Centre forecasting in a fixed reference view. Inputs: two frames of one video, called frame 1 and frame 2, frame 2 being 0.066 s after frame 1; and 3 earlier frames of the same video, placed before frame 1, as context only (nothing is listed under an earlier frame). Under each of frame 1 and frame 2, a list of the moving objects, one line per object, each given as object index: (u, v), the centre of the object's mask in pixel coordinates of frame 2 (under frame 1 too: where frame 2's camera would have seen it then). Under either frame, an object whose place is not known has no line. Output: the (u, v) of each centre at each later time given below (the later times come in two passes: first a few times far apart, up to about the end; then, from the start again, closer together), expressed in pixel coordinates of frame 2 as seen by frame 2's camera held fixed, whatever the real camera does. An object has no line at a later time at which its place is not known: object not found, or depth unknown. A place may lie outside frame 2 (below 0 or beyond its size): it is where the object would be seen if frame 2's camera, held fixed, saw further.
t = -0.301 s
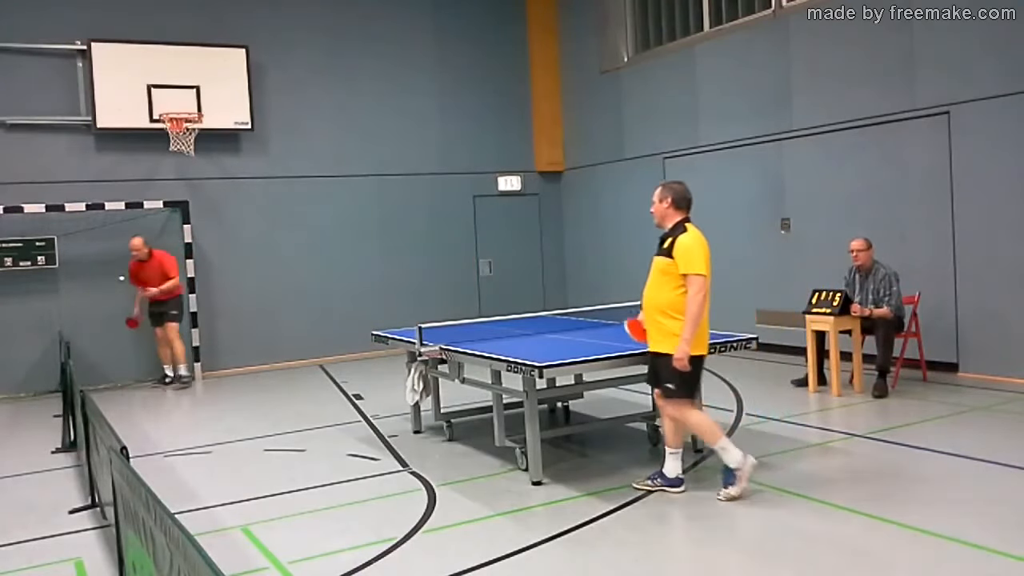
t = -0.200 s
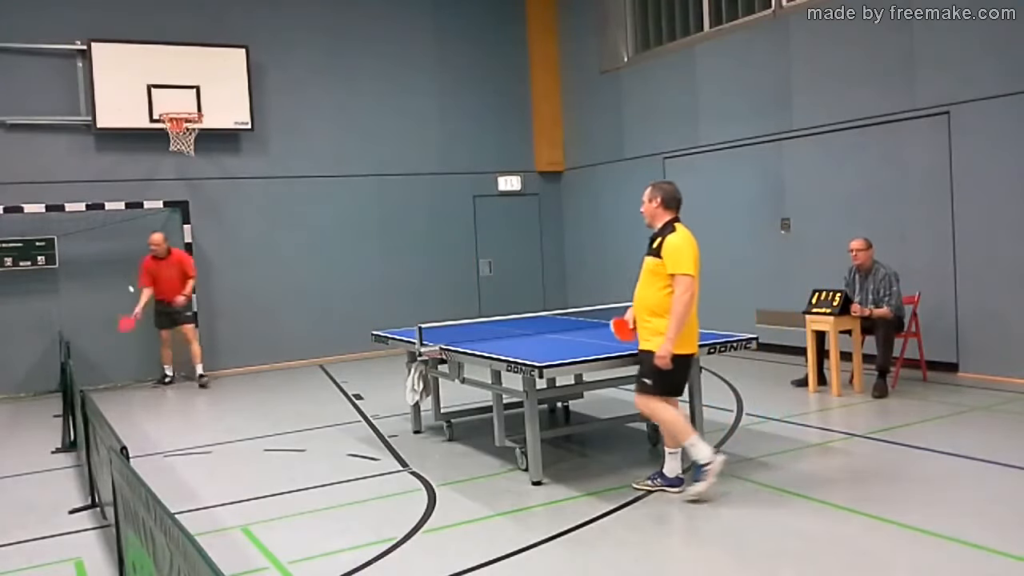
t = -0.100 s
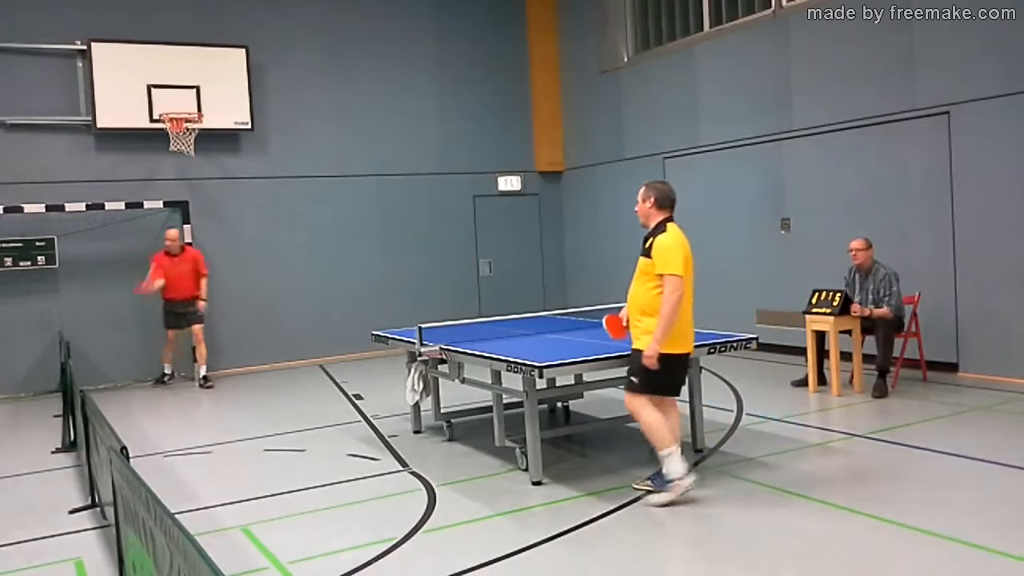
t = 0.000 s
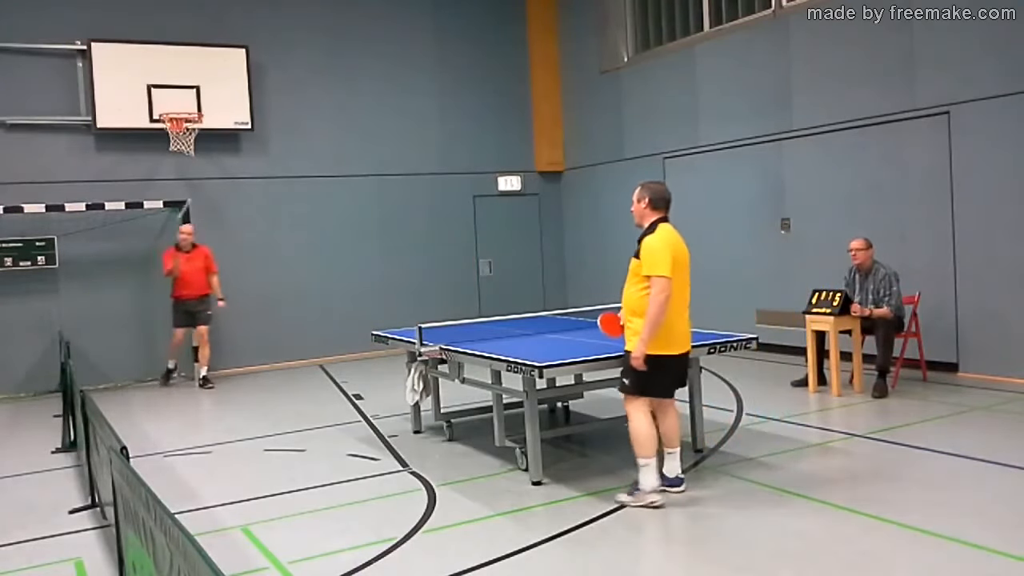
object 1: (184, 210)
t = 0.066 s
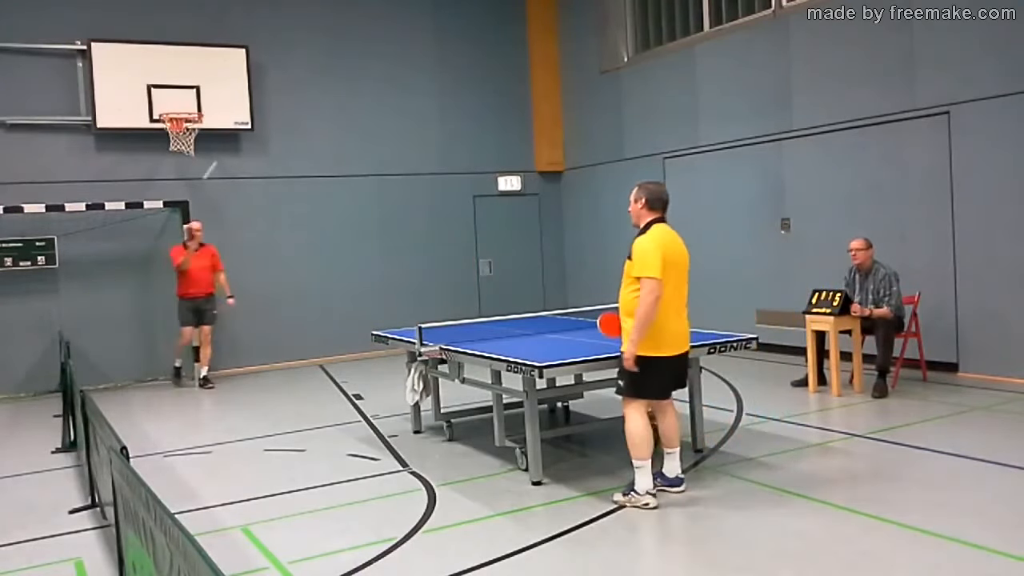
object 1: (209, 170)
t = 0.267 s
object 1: (291, 94)
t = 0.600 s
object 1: (454, 102)
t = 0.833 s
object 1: (582, 234)
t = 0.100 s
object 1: (222, 154)
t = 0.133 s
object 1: (235, 139)
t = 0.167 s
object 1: (250, 126)
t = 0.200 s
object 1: (263, 113)
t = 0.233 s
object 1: (276, 103)
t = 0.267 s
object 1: (291, 94)
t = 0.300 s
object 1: (306, 86)
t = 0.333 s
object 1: (321, 80)
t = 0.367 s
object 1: (336, 76)
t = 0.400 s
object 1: (353, 74)
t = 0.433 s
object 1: (368, 74)
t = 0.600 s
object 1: (454, 102)
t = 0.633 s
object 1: (472, 113)
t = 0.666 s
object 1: (490, 128)
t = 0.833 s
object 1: (582, 234)
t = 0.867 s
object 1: (601, 263)
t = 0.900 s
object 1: (617, 289)
